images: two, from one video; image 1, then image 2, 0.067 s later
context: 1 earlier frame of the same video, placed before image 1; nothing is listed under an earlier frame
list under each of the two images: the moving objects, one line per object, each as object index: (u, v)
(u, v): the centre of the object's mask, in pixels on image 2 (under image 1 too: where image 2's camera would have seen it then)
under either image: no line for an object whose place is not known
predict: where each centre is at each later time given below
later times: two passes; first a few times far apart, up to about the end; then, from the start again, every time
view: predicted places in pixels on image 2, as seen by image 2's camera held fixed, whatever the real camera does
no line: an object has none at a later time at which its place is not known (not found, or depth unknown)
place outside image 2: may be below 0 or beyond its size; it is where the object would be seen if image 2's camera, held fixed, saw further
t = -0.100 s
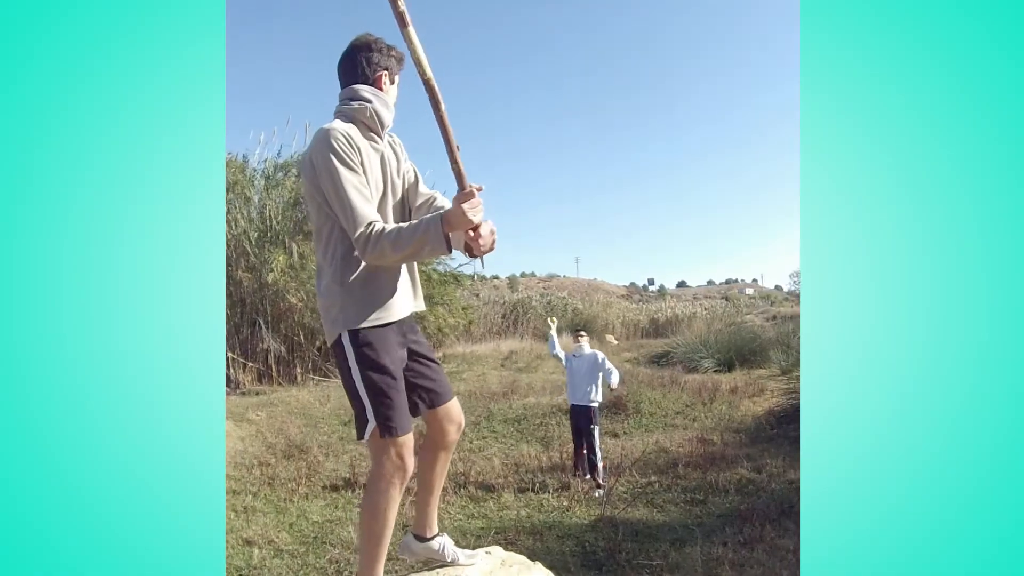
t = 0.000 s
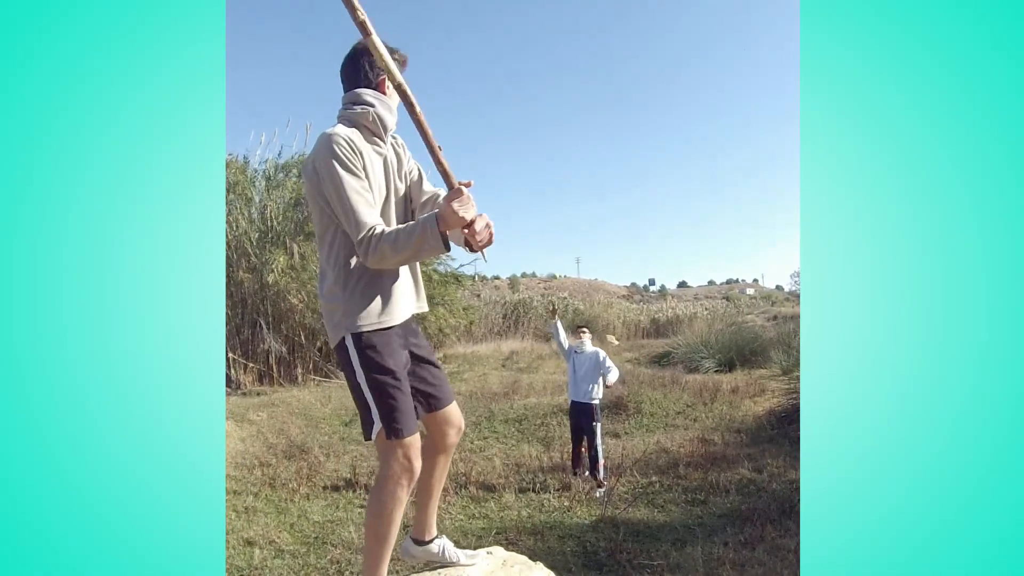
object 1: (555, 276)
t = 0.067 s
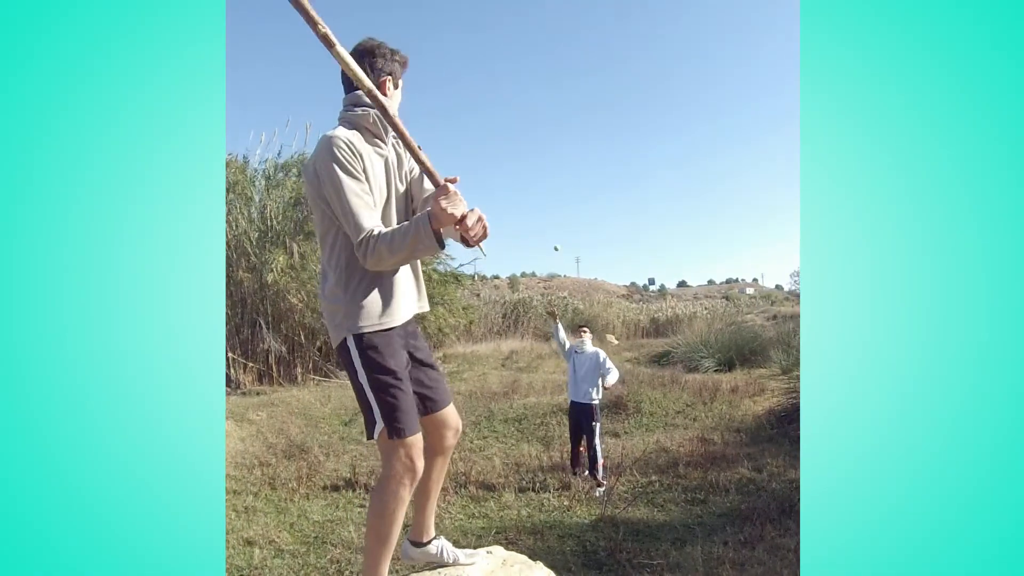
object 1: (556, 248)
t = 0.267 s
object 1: (562, 180)
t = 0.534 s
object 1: (577, 138)
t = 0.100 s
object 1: (557, 235)
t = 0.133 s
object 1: (558, 223)
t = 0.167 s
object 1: (559, 211)
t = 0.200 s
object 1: (560, 200)
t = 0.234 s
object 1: (561, 190)
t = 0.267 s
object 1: (562, 180)
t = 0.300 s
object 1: (564, 172)
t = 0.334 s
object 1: (565, 163)
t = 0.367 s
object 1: (567, 157)
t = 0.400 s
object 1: (568, 151)
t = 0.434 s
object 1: (570, 146)
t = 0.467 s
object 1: (573, 142)
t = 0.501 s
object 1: (575, 139)
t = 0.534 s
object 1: (577, 138)
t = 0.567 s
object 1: (581, 137)
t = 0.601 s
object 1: (585, 140)
